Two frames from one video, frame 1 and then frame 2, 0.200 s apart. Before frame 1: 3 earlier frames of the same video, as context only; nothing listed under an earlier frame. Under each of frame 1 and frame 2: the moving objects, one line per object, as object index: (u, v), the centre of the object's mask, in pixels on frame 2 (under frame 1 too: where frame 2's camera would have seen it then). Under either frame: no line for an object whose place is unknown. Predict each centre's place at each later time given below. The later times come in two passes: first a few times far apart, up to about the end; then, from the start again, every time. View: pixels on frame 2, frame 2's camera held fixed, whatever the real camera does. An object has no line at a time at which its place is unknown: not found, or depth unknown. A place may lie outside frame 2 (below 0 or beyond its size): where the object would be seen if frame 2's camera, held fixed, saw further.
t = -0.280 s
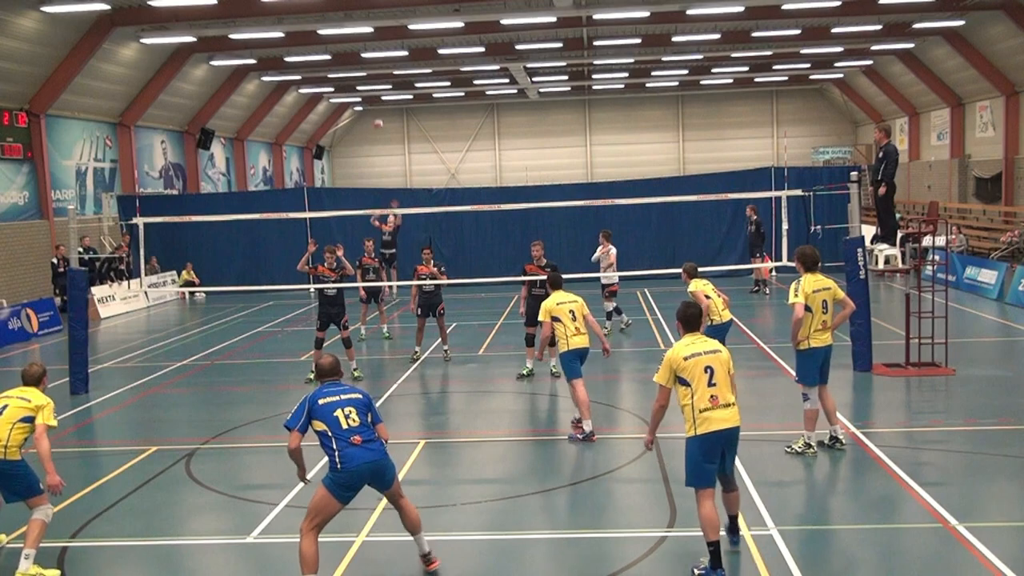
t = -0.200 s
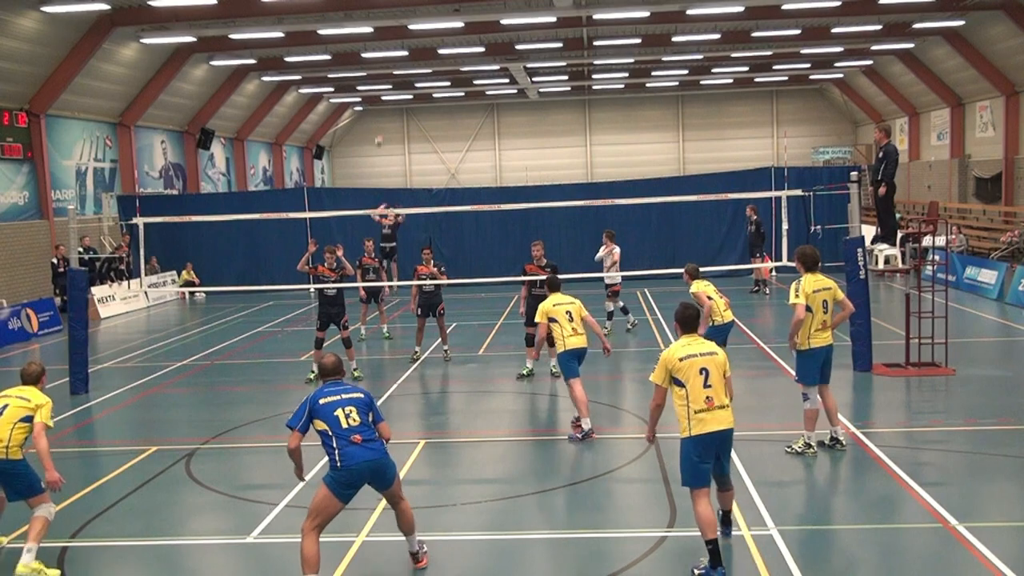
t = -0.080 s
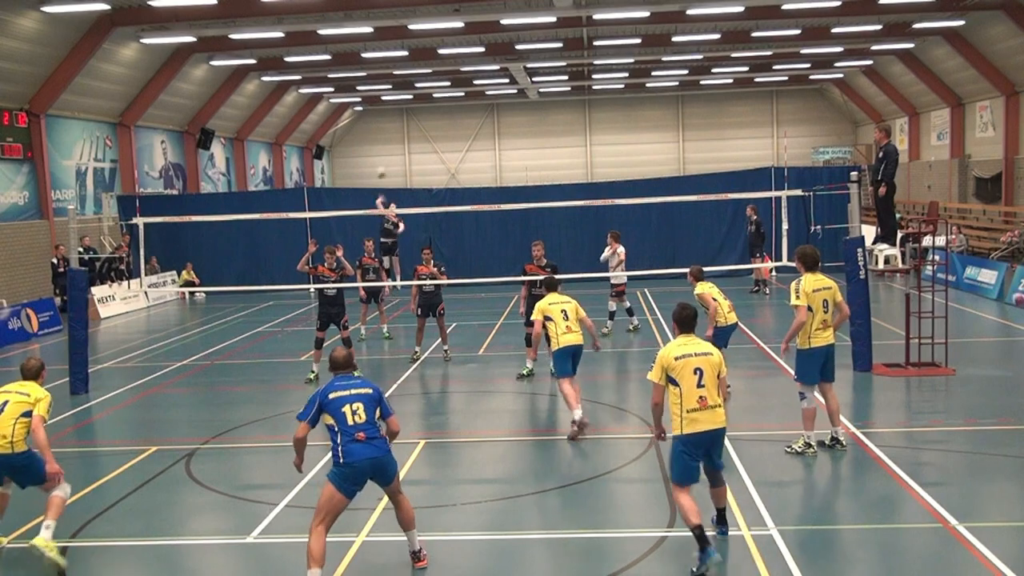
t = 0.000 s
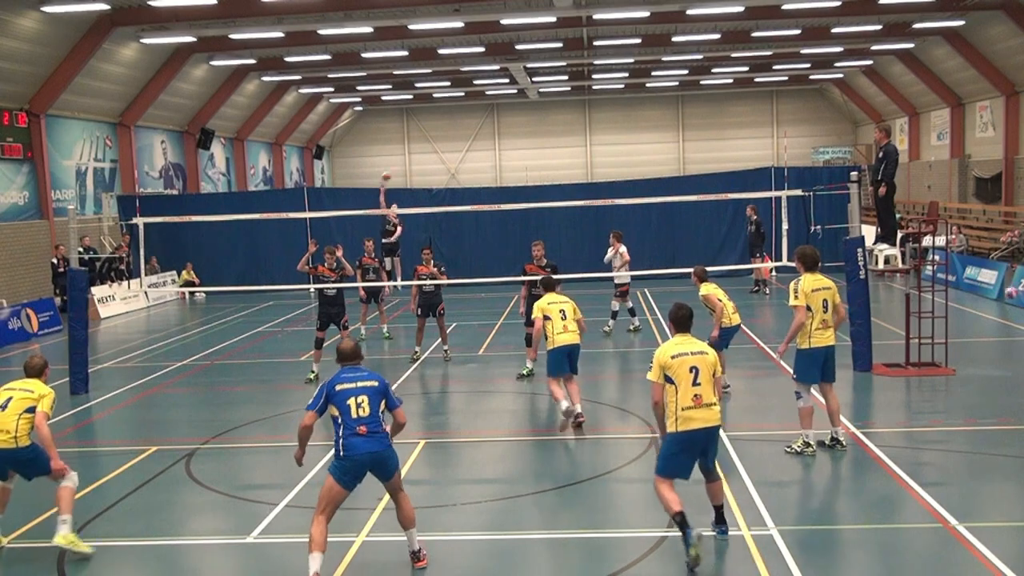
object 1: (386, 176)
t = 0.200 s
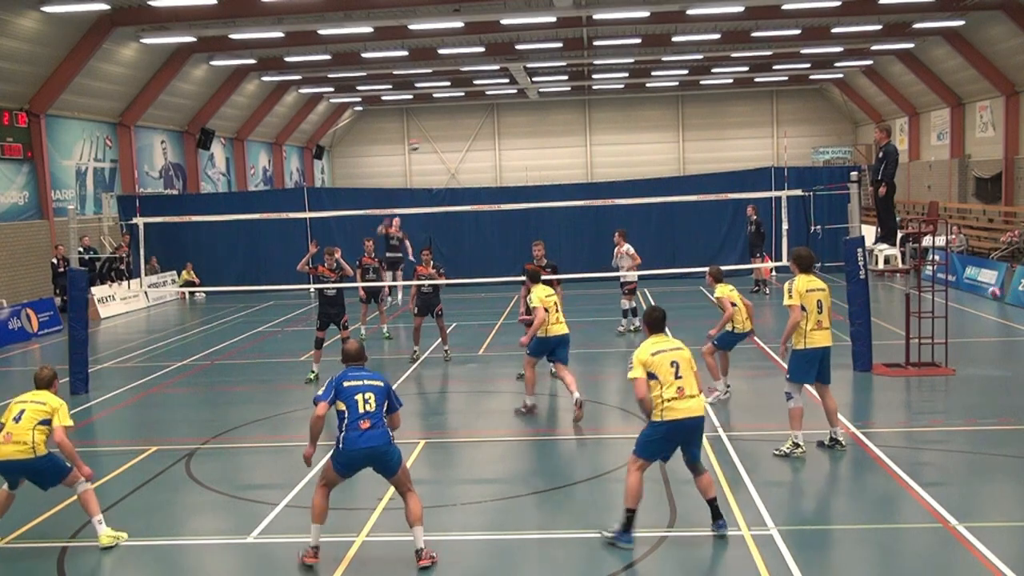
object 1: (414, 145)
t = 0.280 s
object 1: (428, 136)
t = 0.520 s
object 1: (488, 128)
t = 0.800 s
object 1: (604, 175)
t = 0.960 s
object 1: (706, 251)
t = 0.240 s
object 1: (421, 140)
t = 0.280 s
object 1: (428, 136)
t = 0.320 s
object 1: (436, 132)
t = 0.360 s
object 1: (446, 130)
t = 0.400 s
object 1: (455, 128)
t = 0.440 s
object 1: (466, 127)
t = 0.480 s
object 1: (477, 127)
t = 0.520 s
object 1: (488, 128)
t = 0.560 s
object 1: (501, 129)
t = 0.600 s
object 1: (519, 133)
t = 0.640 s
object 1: (531, 138)
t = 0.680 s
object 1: (547, 145)
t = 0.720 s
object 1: (565, 153)
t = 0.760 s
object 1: (582, 163)
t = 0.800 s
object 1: (604, 175)
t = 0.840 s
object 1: (626, 189)
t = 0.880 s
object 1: (651, 207)
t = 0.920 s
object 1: (676, 227)
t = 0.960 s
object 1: (706, 251)
